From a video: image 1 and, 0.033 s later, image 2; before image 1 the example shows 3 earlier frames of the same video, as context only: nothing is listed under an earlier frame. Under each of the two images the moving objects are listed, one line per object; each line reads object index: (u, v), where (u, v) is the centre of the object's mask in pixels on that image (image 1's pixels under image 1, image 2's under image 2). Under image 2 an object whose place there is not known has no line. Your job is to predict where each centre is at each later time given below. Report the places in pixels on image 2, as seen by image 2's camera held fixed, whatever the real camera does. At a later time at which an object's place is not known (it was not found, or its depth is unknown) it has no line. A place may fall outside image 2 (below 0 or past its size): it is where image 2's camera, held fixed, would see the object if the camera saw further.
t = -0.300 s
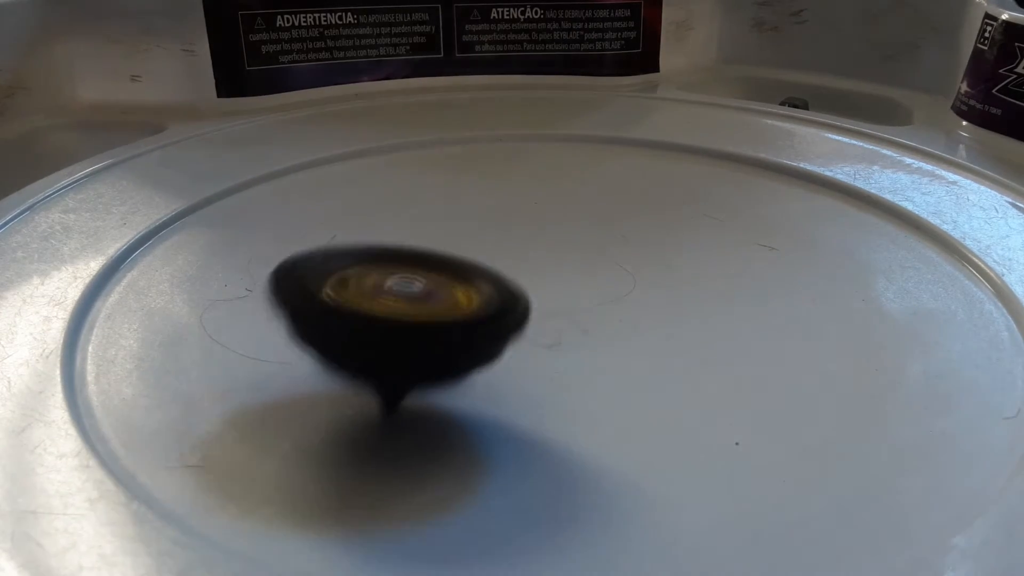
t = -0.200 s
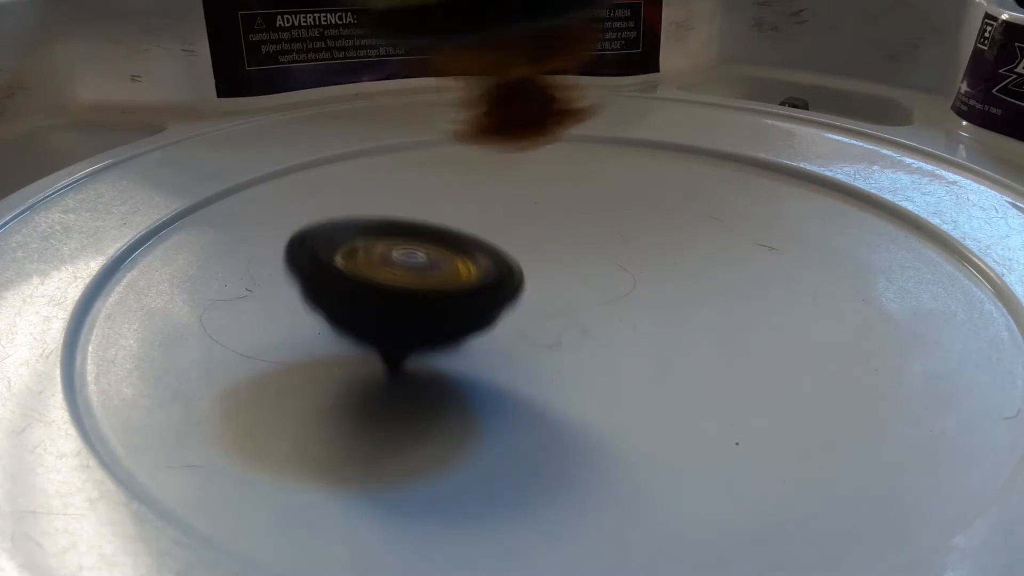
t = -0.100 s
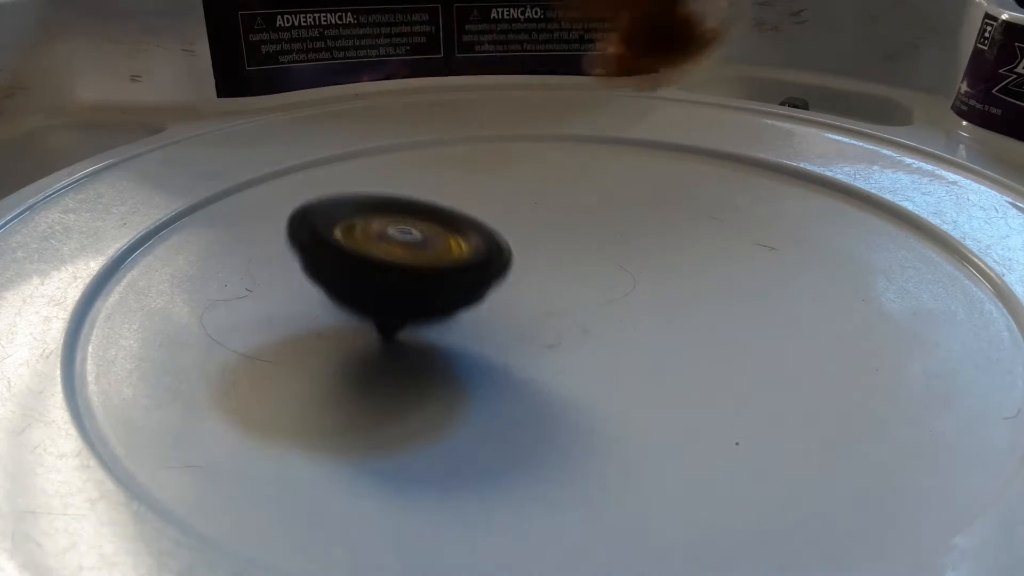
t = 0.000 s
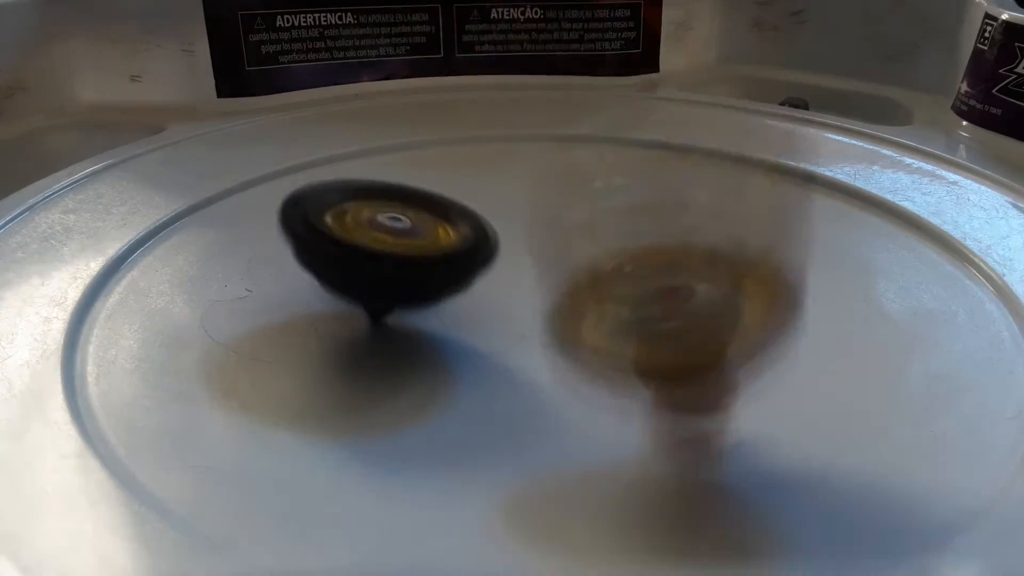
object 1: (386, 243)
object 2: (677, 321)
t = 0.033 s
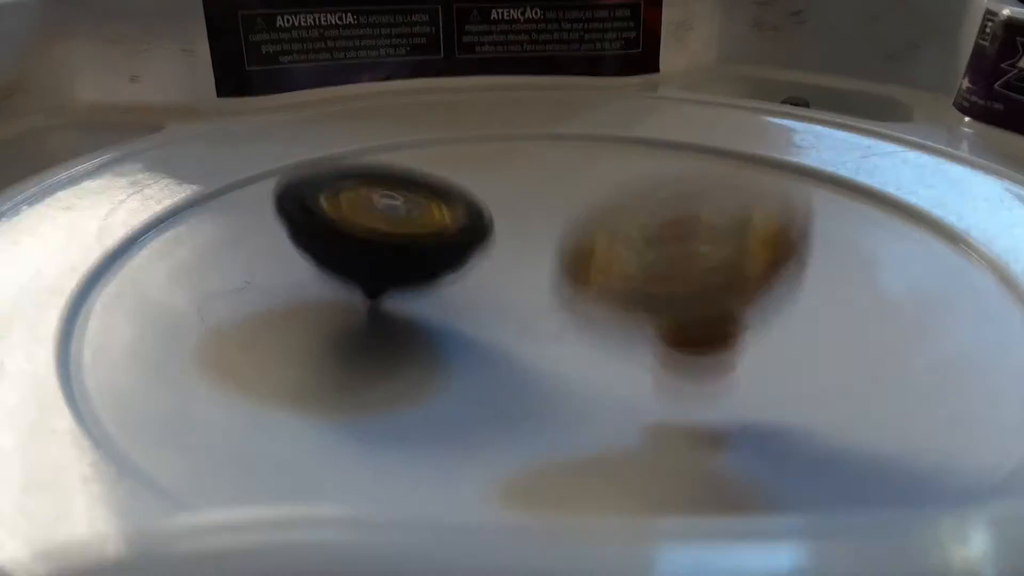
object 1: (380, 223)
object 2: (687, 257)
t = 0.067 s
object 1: (379, 222)
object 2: (691, 219)
